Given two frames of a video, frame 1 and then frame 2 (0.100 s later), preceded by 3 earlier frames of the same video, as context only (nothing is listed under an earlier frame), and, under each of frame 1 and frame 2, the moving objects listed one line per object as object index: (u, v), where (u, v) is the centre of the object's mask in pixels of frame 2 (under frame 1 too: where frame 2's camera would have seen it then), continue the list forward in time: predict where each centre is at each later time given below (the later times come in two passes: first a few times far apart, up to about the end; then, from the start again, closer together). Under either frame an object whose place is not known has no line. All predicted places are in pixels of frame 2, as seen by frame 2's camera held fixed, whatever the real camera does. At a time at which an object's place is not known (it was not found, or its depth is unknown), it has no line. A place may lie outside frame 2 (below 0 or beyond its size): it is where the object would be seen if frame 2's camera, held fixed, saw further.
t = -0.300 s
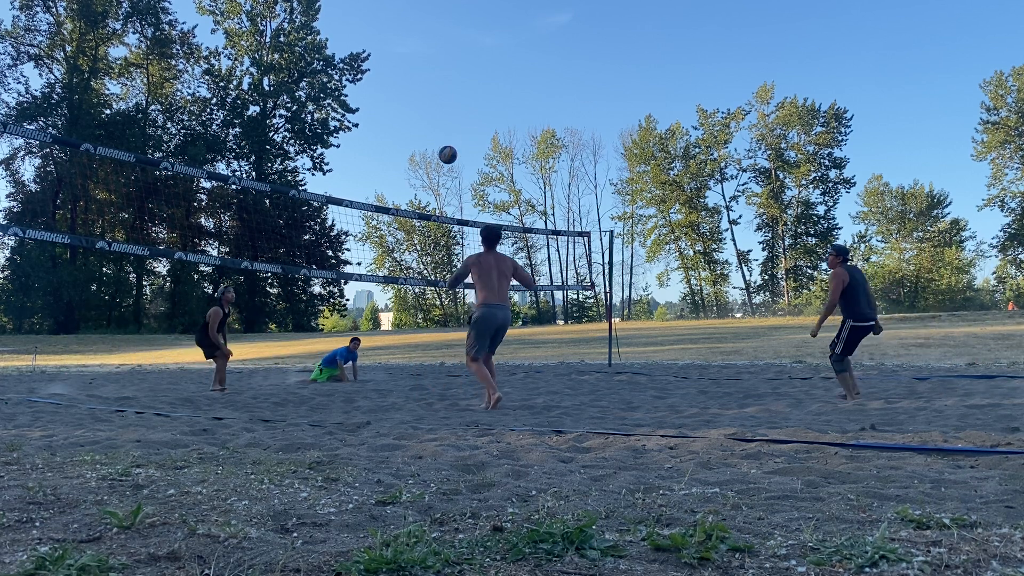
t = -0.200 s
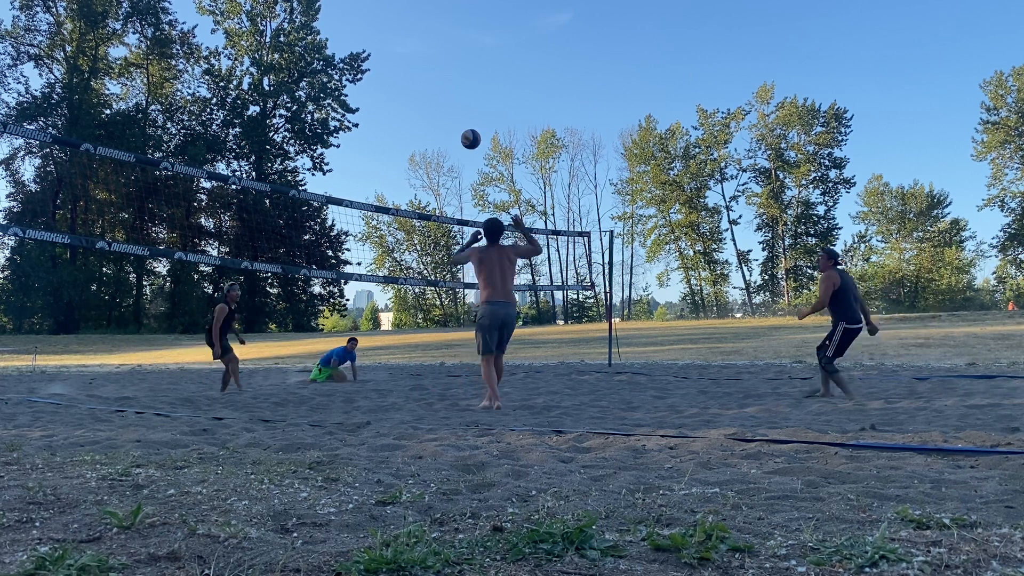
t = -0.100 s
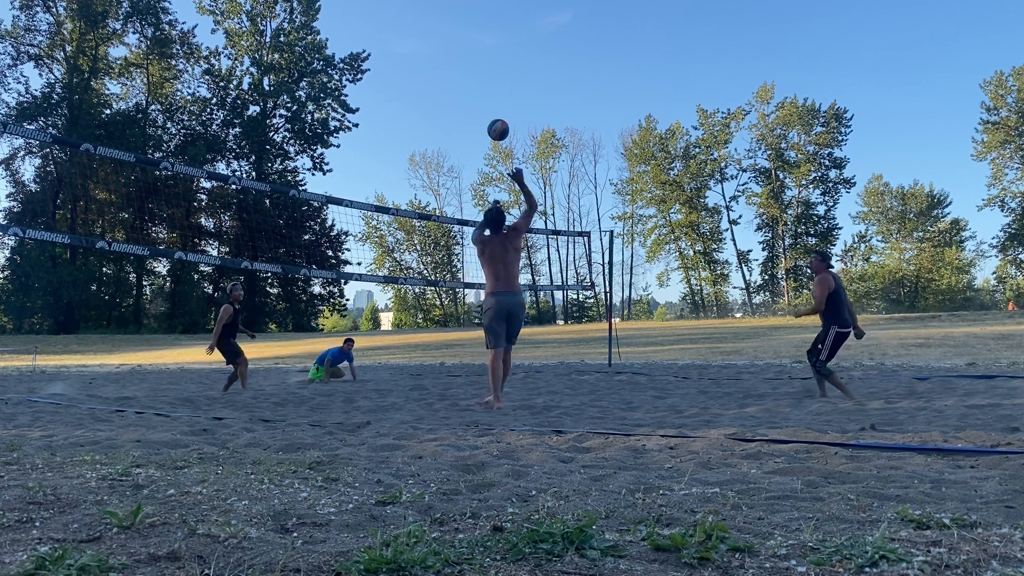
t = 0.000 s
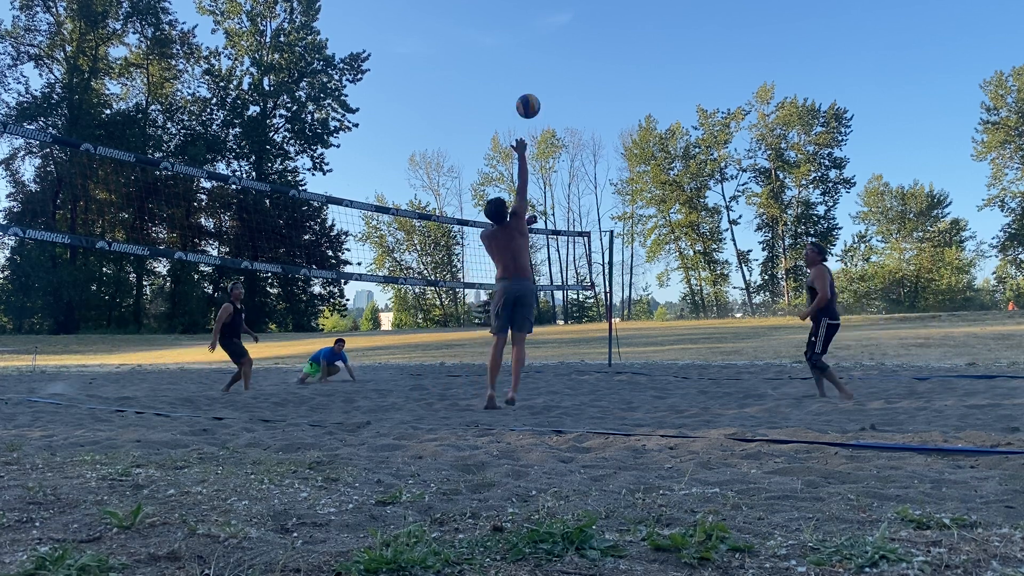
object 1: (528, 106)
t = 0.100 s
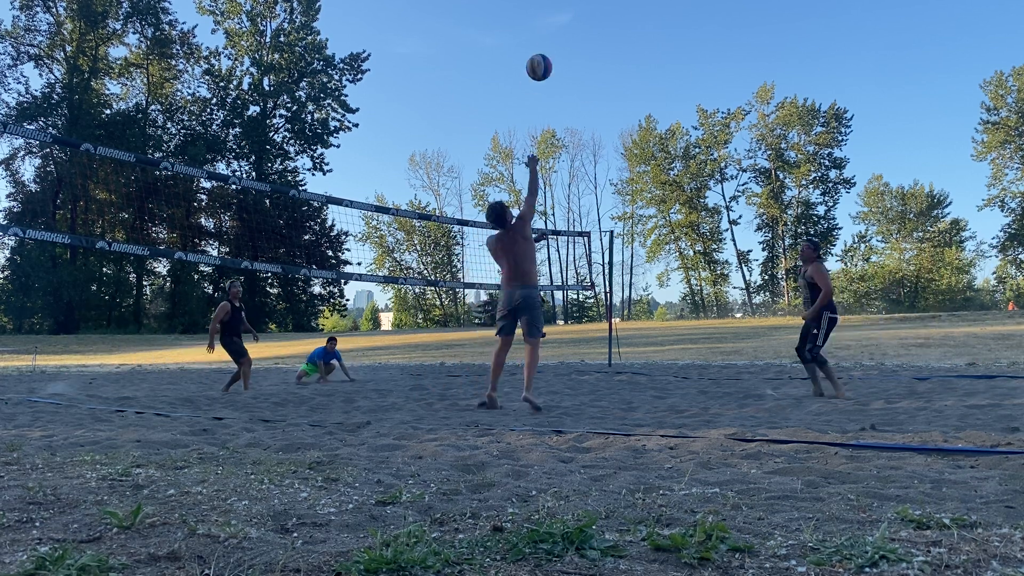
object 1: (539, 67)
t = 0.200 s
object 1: (551, 37)
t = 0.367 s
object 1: (576, 12)
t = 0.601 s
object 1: (622, 45)
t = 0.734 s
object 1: (658, 126)
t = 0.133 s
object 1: (543, 56)
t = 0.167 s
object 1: (547, 46)
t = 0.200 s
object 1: (551, 37)
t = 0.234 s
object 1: (556, 29)
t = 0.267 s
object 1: (560, 22)
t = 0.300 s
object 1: (565, 16)
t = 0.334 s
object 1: (570, 13)
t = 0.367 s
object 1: (576, 12)
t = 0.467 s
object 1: (594, 14)
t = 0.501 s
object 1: (600, 18)
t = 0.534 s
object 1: (607, 24)
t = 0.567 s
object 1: (615, 33)
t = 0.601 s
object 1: (622, 45)
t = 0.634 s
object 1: (630, 61)
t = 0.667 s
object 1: (639, 79)
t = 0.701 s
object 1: (648, 100)
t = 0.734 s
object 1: (658, 126)
